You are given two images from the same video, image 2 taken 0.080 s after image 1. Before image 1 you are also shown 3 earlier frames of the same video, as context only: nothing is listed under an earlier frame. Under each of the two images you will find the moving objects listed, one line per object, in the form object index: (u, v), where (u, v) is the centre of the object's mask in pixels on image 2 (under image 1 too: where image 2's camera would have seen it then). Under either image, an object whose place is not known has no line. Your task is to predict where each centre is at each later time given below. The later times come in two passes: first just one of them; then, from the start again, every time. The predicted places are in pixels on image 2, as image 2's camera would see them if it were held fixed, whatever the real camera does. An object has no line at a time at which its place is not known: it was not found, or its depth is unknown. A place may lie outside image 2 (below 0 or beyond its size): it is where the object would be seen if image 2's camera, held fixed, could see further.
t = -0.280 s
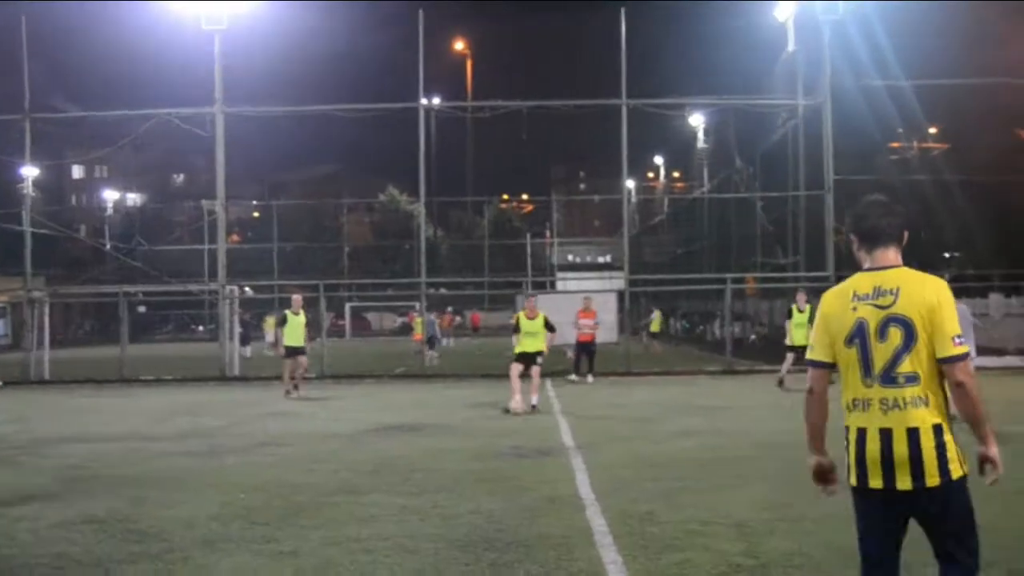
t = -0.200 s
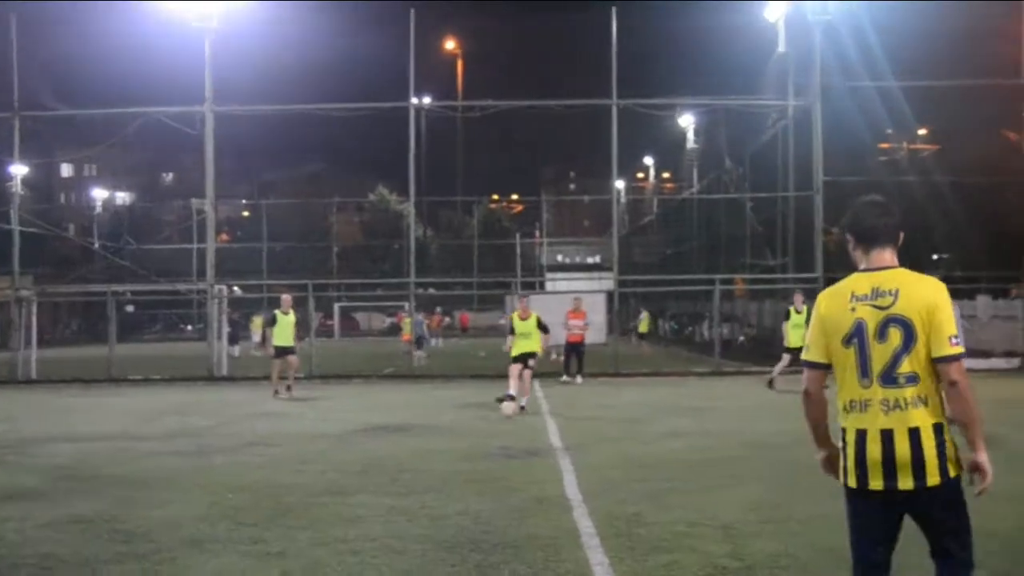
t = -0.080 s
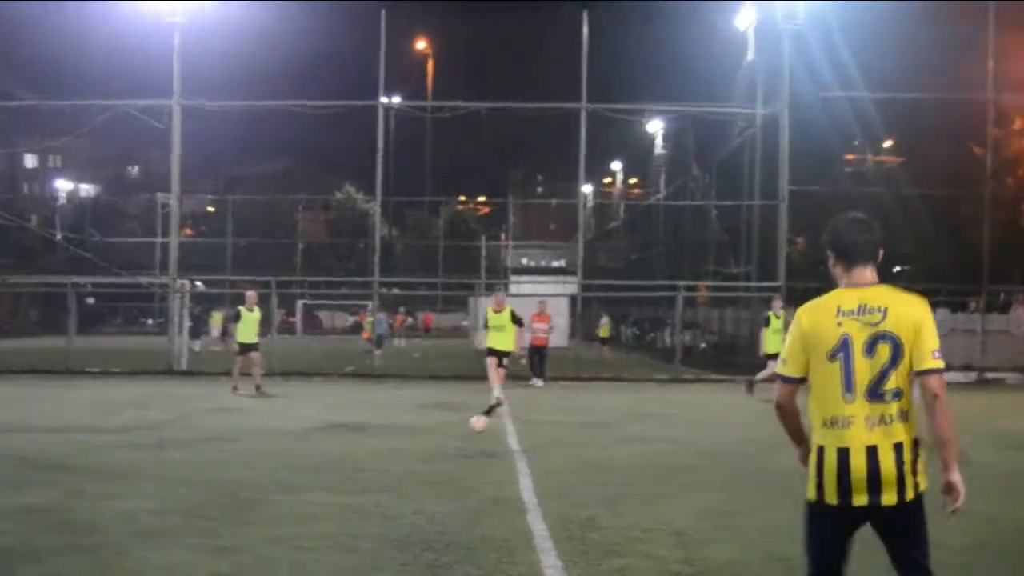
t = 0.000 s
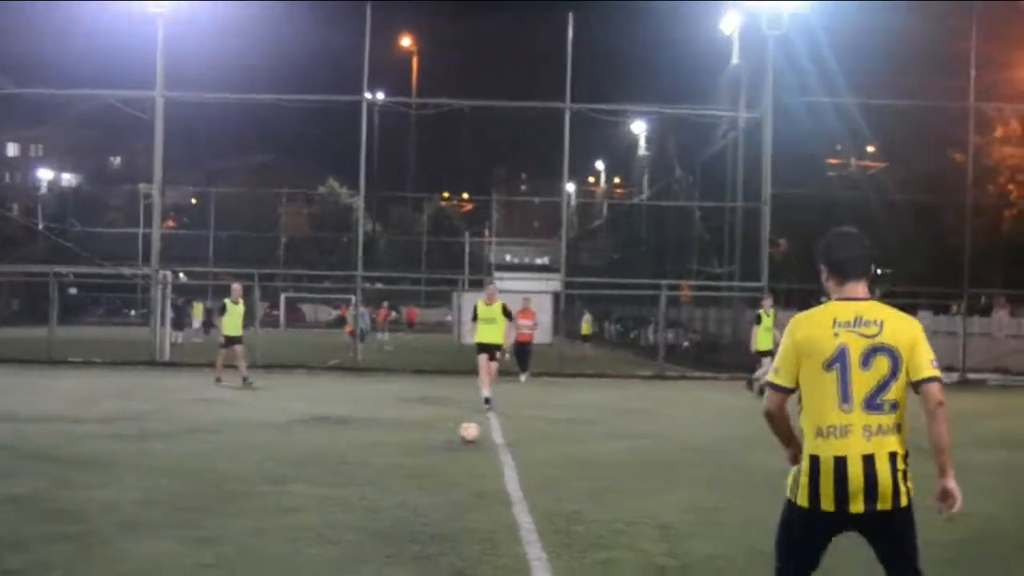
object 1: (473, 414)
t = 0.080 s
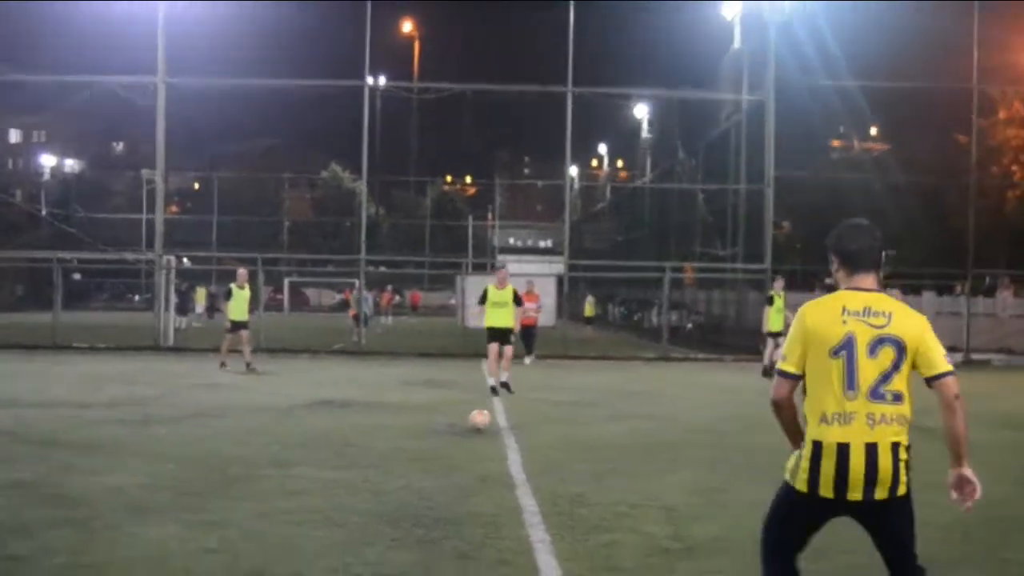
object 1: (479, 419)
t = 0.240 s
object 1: (498, 450)
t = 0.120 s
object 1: (485, 430)
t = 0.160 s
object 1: (491, 436)
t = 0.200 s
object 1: (495, 445)
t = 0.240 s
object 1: (498, 450)
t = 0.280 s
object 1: (504, 451)
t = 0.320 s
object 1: (508, 454)
